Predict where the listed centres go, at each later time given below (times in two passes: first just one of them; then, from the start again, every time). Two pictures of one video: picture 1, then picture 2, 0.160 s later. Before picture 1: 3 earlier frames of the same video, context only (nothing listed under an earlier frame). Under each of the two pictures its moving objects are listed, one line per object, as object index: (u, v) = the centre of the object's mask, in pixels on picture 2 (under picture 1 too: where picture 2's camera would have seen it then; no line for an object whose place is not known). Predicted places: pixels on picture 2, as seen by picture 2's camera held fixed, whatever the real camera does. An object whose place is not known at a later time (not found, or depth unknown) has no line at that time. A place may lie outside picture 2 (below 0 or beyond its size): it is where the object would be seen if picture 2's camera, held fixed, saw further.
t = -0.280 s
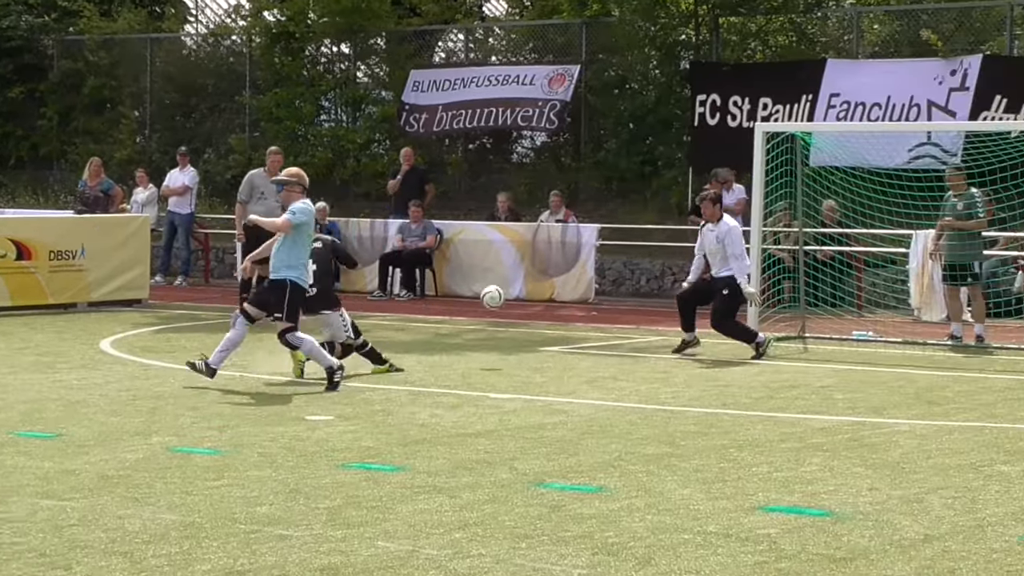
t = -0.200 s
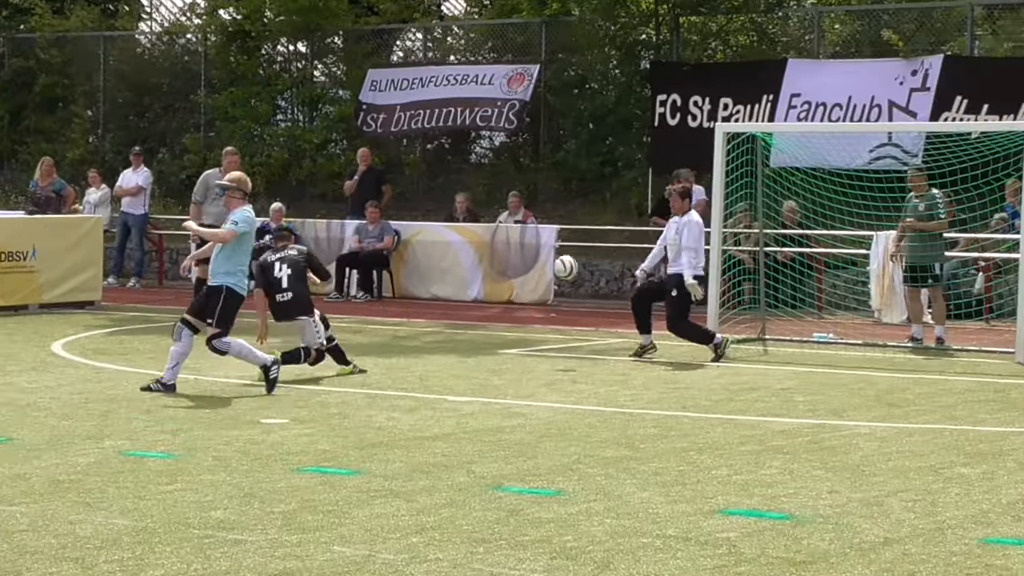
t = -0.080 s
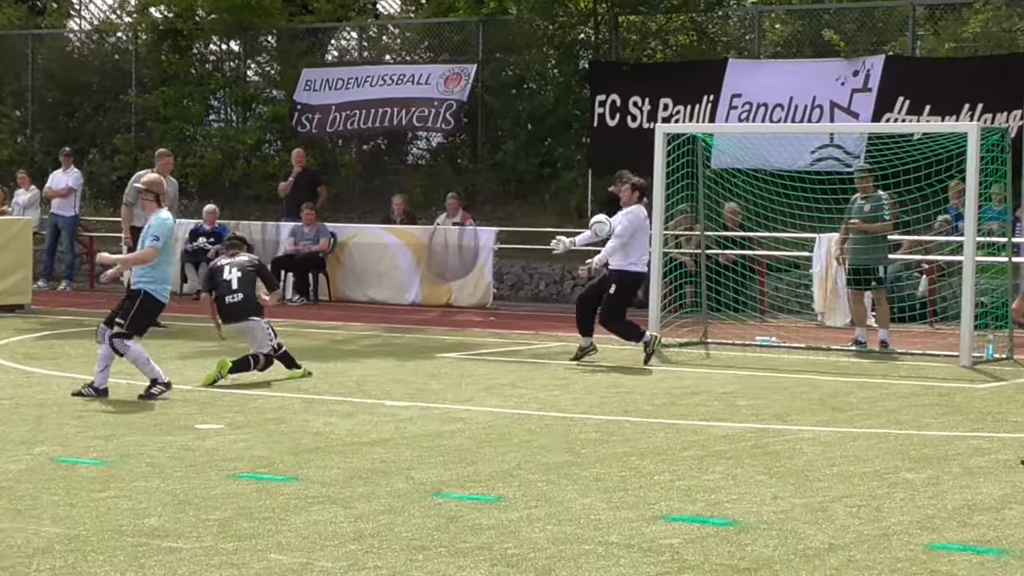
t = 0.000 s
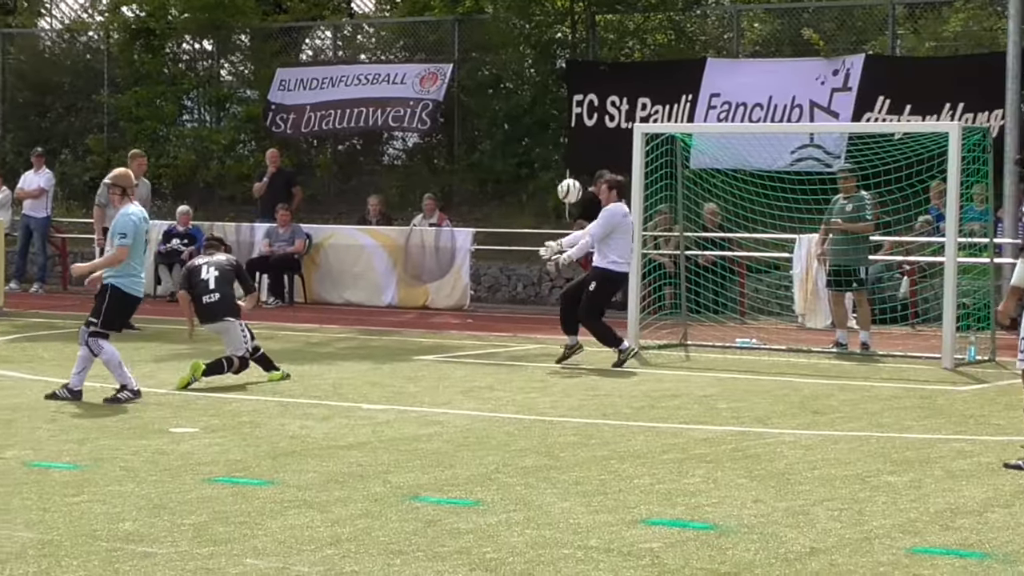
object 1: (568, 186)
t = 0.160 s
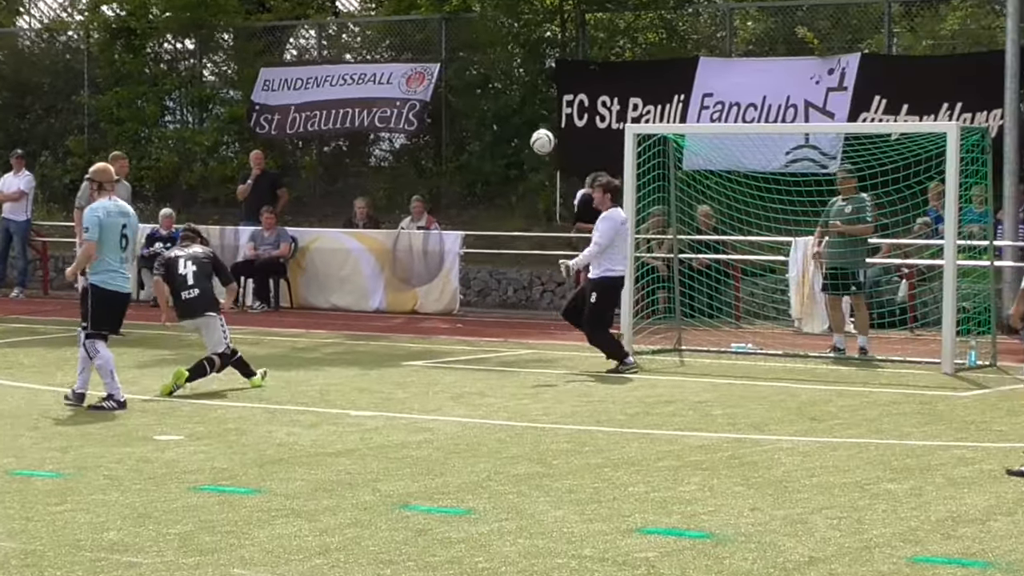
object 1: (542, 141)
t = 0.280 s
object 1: (531, 122)
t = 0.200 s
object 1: (537, 134)
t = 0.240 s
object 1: (533, 127)
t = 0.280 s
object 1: (531, 122)
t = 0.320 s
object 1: (526, 120)
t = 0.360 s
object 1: (524, 117)
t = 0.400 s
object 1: (524, 117)
